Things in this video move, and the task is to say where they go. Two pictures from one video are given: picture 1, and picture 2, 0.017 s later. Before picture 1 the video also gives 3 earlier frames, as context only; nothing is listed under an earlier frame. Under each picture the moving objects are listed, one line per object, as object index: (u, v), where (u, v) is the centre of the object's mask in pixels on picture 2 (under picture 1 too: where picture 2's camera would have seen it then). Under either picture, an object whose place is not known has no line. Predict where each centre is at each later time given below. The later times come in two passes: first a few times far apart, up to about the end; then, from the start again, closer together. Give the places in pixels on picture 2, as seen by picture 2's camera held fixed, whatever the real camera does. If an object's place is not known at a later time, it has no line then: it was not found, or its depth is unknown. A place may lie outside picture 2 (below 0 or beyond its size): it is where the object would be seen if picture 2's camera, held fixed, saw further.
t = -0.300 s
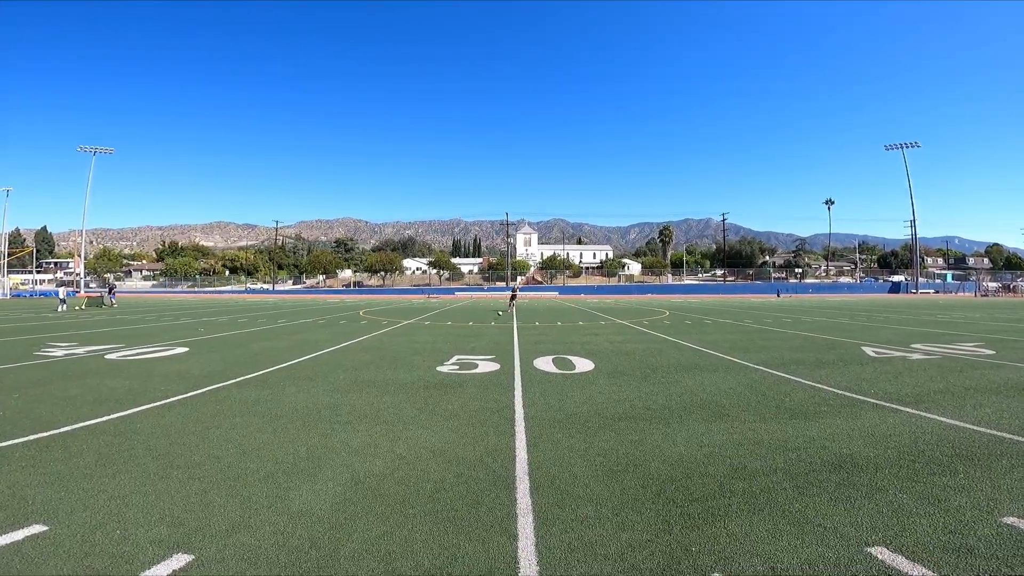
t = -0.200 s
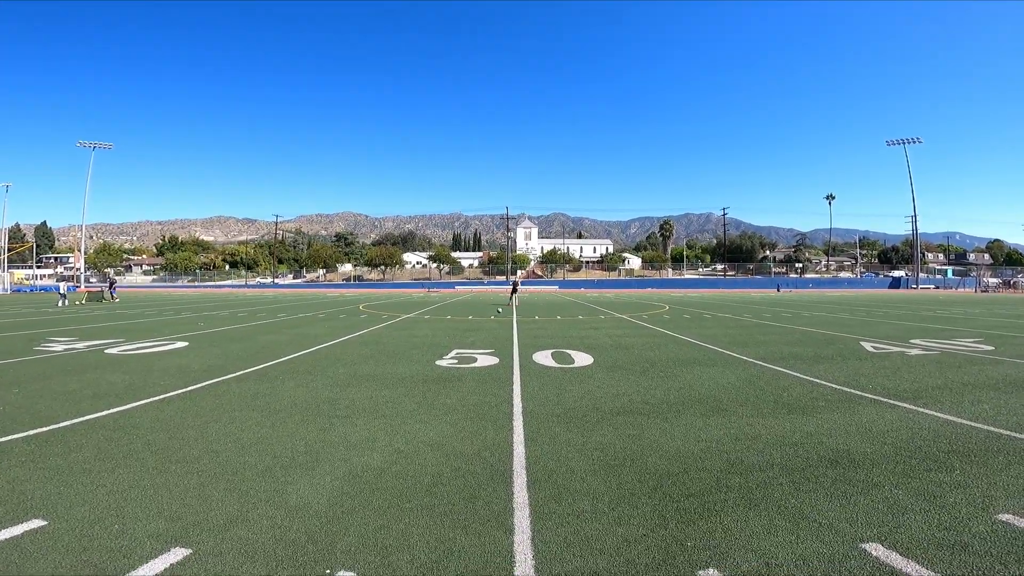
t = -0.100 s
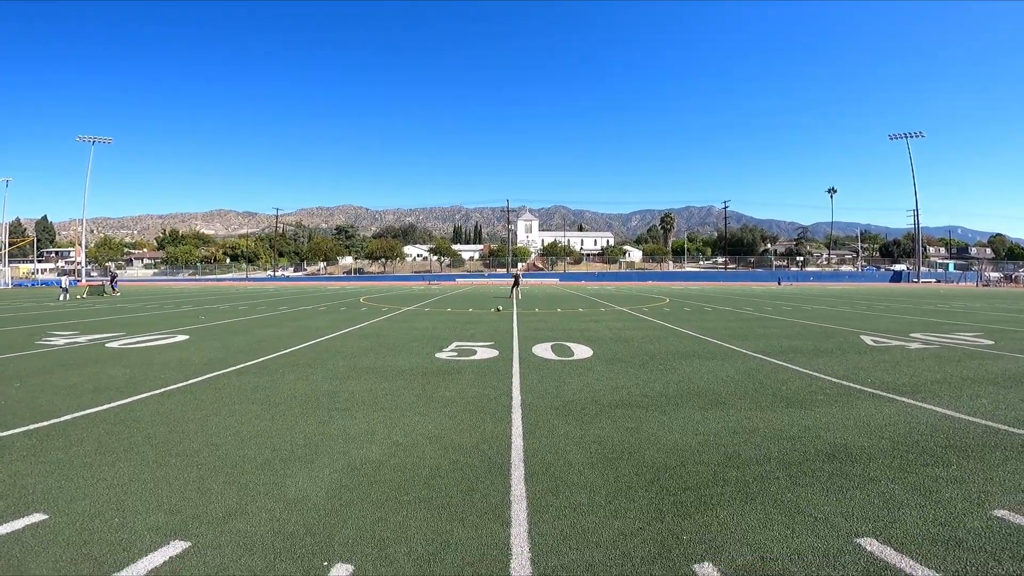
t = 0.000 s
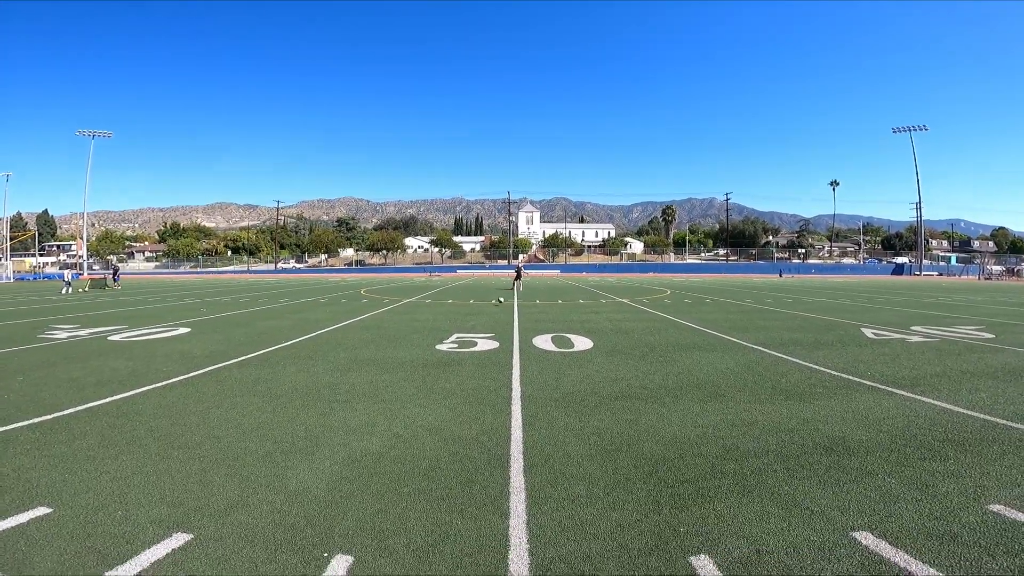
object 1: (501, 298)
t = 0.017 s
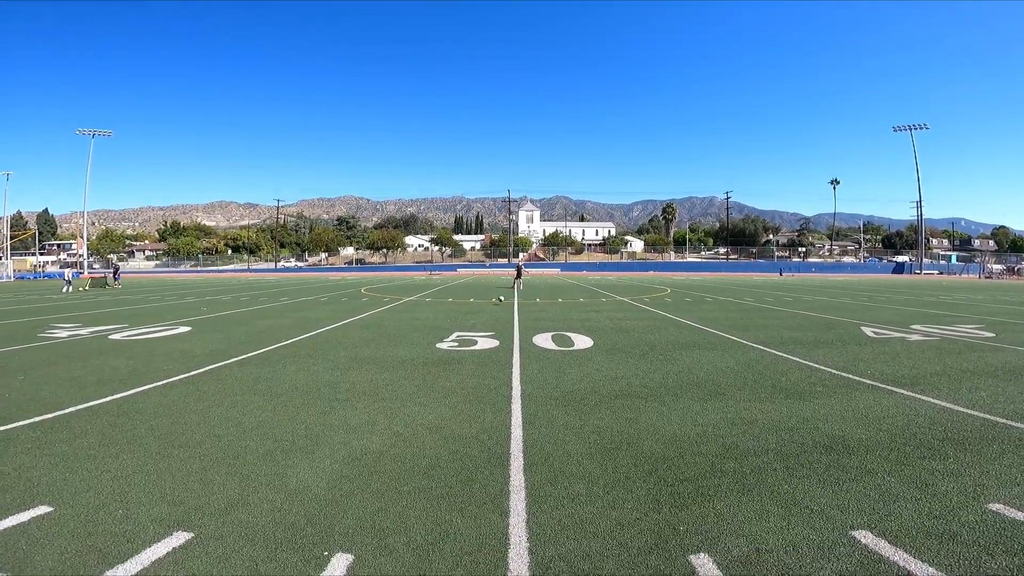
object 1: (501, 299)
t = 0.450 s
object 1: (503, 311)
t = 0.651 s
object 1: (505, 316)
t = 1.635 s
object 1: (518, 641)
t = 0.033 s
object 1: (501, 299)
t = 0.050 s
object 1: (501, 300)
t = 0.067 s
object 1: (501, 300)
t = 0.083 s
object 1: (501, 301)
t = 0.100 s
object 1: (501, 302)
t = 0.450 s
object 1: (503, 311)
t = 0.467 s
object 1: (503, 312)
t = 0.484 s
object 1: (503, 314)
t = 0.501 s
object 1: (503, 314)
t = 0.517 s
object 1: (504, 314)
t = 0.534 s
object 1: (503, 313)
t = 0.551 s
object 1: (504, 313)
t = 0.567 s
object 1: (504, 314)
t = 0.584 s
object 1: (504, 314)
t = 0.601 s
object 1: (505, 314)
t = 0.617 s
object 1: (505, 314)
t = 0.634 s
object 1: (505, 314)
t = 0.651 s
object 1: (505, 316)
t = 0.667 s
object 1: (505, 316)
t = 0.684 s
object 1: (505, 317)
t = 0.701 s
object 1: (505, 318)
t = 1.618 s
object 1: (518, 614)
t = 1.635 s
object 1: (518, 641)
